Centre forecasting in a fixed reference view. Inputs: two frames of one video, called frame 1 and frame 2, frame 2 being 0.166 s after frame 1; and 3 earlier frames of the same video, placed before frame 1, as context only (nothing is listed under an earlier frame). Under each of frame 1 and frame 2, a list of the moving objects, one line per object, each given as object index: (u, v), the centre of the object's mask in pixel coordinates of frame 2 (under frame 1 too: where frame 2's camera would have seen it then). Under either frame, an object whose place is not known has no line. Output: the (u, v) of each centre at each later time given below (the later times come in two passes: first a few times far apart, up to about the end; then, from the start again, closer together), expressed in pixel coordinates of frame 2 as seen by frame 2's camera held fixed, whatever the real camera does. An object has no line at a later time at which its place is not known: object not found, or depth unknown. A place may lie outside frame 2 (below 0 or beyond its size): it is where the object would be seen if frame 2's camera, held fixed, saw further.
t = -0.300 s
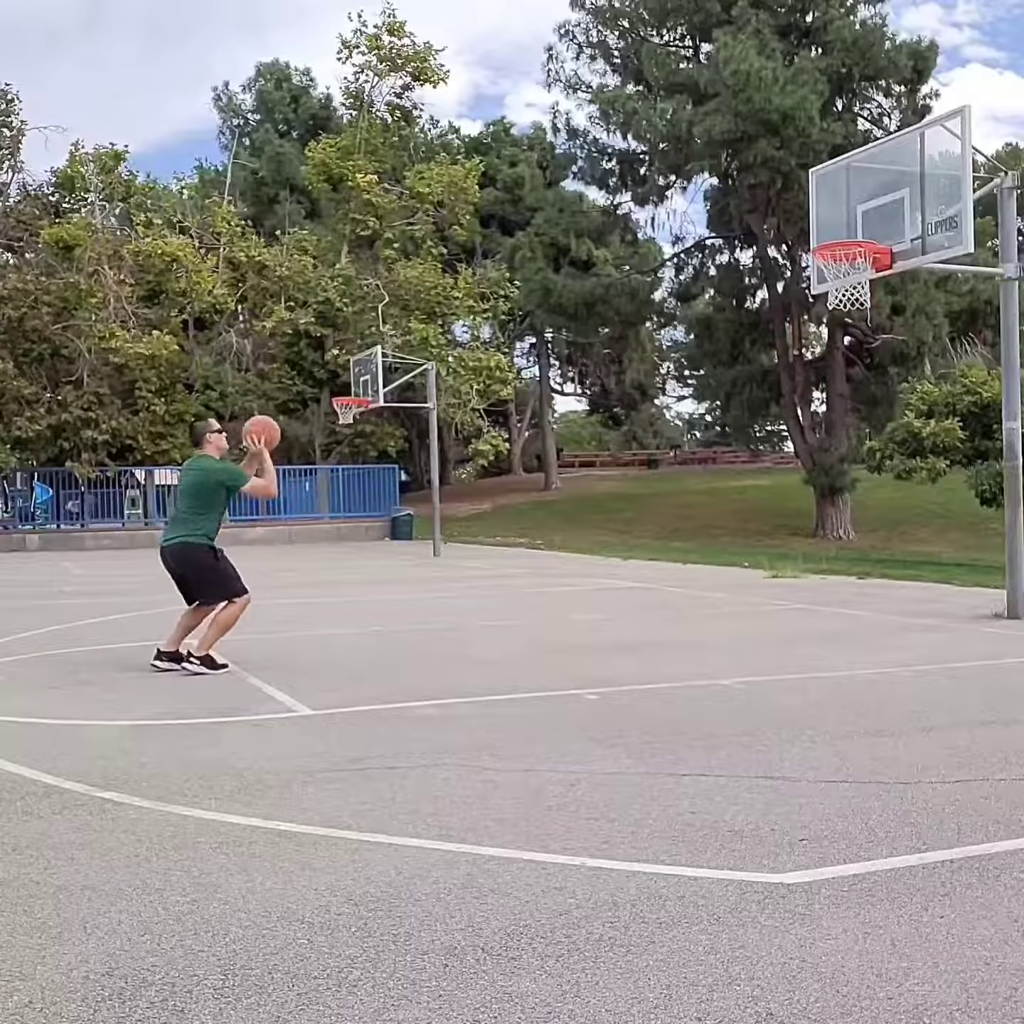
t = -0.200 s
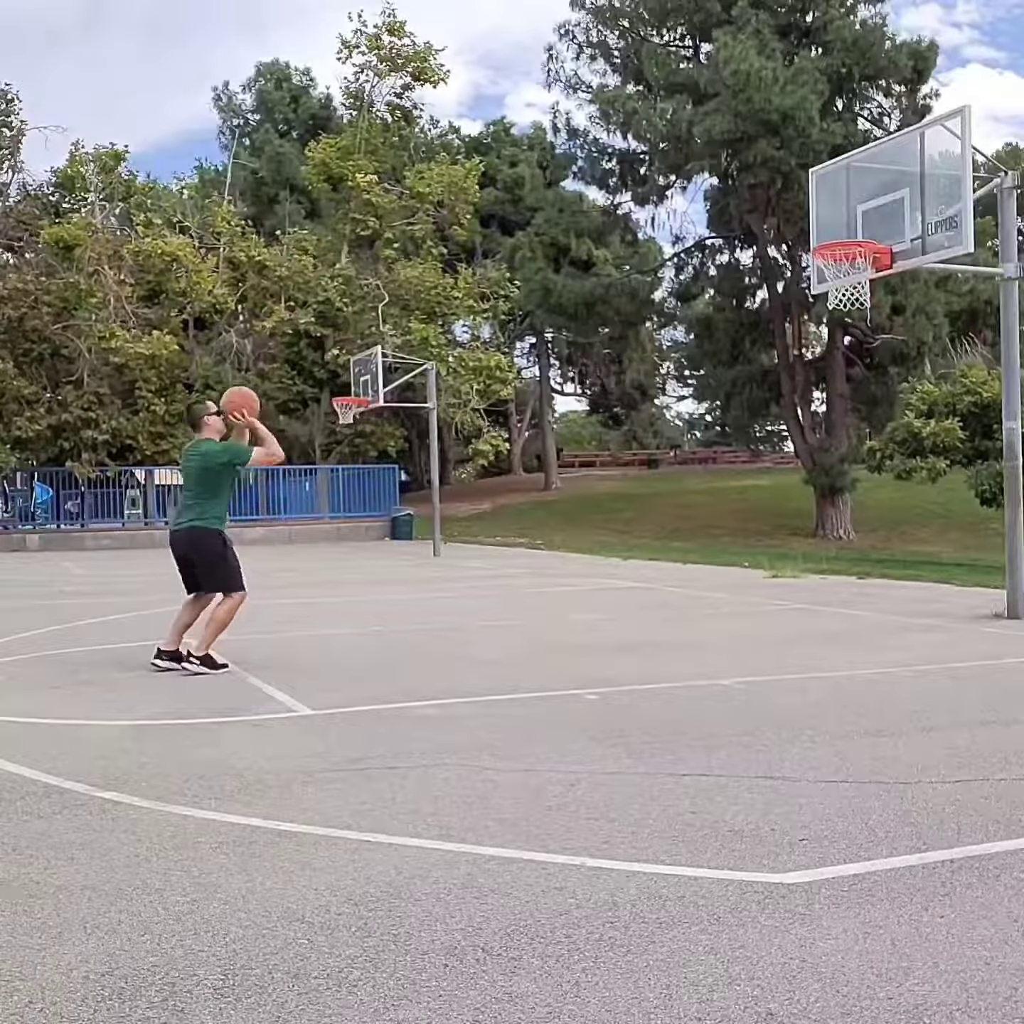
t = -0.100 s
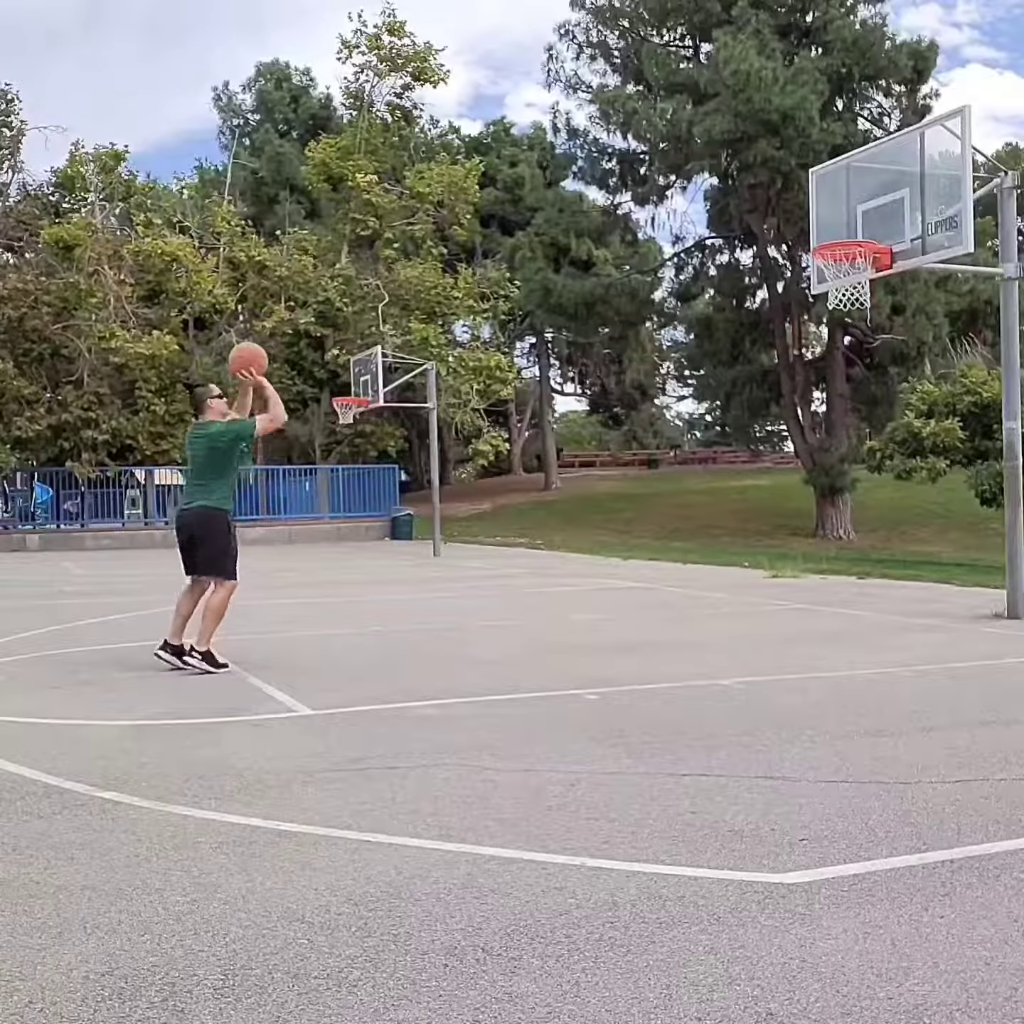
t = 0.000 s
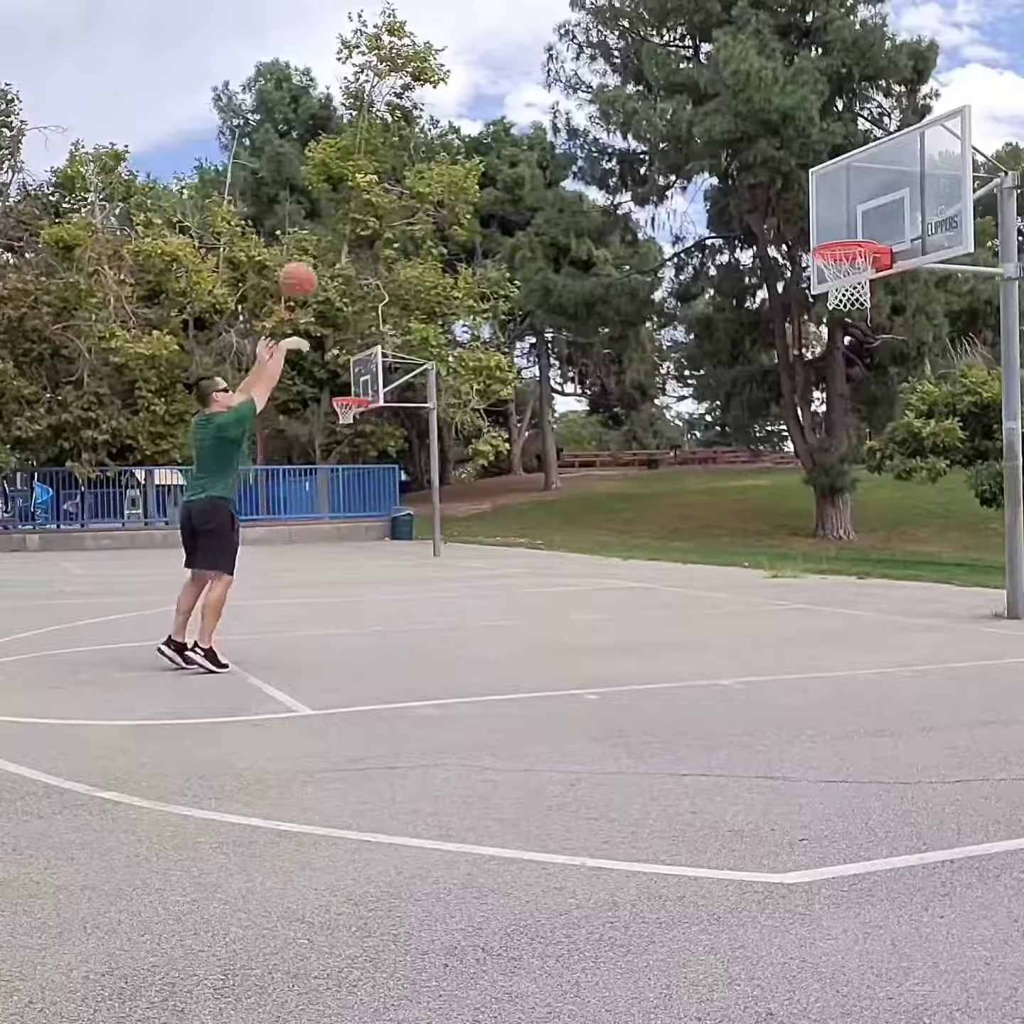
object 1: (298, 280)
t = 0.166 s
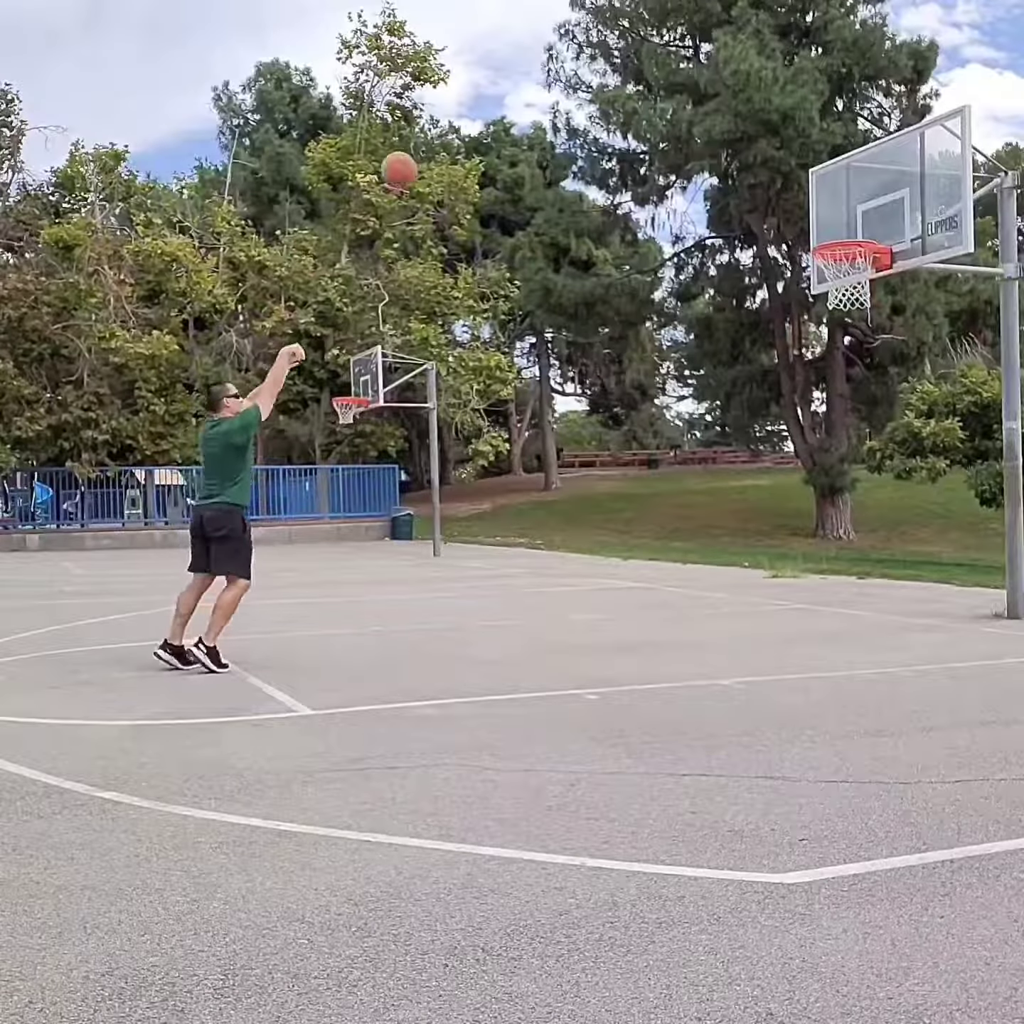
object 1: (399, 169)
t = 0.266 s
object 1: (458, 128)
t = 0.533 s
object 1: (603, 85)
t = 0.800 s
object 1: (735, 138)
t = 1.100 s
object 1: (859, 270)
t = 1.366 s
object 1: (883, 328)
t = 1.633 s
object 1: (904, 459)
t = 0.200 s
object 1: (419, 154)
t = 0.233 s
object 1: (438, 141)
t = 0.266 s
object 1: (458, 128)
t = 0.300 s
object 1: (477, 116)
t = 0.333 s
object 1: (495, 106)
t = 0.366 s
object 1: (513, 98)
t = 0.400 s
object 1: (531, 92)
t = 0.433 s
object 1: (549, 88)
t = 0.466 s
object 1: (568, 84)
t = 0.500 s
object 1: (586, 84)
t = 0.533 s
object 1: (603, 85)
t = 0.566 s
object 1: (620, 85)
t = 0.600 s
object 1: (637, 87)
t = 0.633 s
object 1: (653, 94)
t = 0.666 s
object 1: (670, 98)
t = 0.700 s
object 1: (687, 108)
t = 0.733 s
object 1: (703, 117)
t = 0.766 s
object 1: (719, 127)
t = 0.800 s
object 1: (735, 138)
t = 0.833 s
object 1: (750, 150)
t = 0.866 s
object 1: (766, 164)
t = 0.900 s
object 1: (781, 179)
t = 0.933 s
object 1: (796, 196)
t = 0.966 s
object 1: (811, 214)
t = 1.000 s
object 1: (828, 230)
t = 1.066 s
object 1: (852, 277)
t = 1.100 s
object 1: (859, 270)
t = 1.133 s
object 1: (861, 276)
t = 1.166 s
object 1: (866, 291)
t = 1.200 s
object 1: (871, 290)
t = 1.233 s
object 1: (874, 295)
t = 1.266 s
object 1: (876, 301)
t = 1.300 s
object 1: (878, 309)
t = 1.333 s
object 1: (881, 318)
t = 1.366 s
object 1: (883, 328)
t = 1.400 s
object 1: (886, 340)
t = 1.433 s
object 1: (888, 354)
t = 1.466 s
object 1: (891, 369)
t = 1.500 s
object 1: (894, 384)
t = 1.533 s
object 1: (896, 400)
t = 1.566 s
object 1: (899, 418)
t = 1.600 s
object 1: (902, 438)
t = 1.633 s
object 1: (904, 459)
